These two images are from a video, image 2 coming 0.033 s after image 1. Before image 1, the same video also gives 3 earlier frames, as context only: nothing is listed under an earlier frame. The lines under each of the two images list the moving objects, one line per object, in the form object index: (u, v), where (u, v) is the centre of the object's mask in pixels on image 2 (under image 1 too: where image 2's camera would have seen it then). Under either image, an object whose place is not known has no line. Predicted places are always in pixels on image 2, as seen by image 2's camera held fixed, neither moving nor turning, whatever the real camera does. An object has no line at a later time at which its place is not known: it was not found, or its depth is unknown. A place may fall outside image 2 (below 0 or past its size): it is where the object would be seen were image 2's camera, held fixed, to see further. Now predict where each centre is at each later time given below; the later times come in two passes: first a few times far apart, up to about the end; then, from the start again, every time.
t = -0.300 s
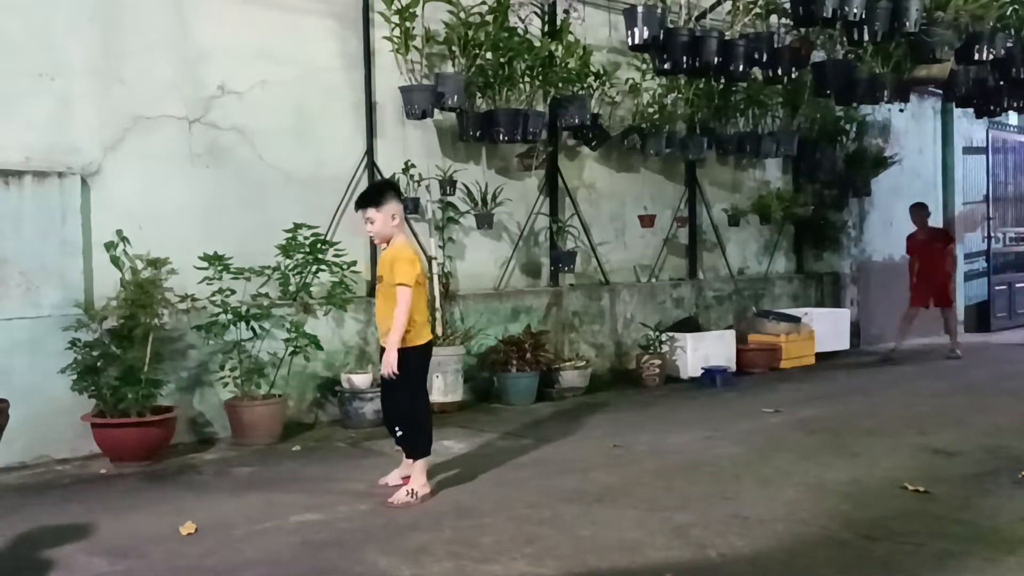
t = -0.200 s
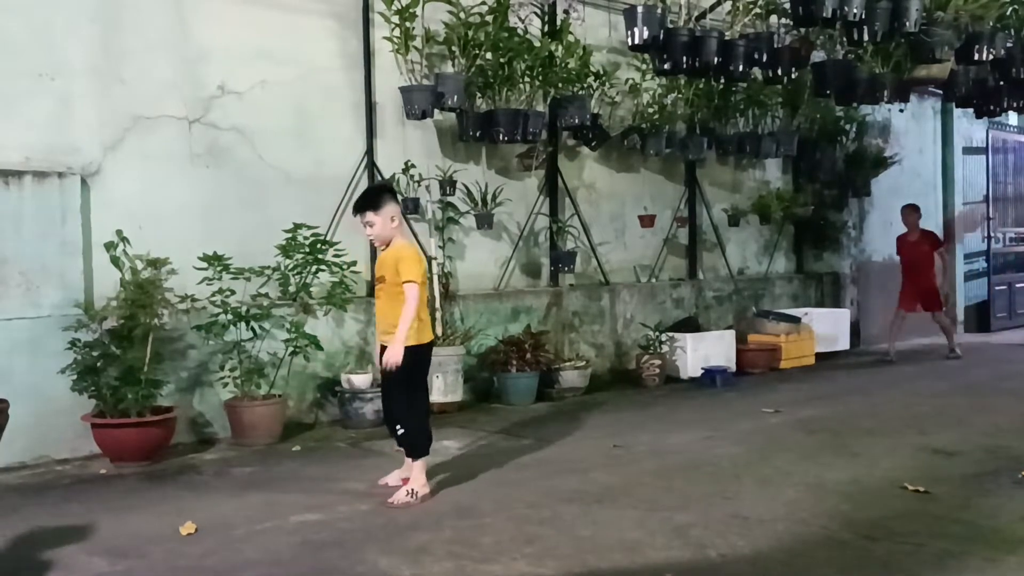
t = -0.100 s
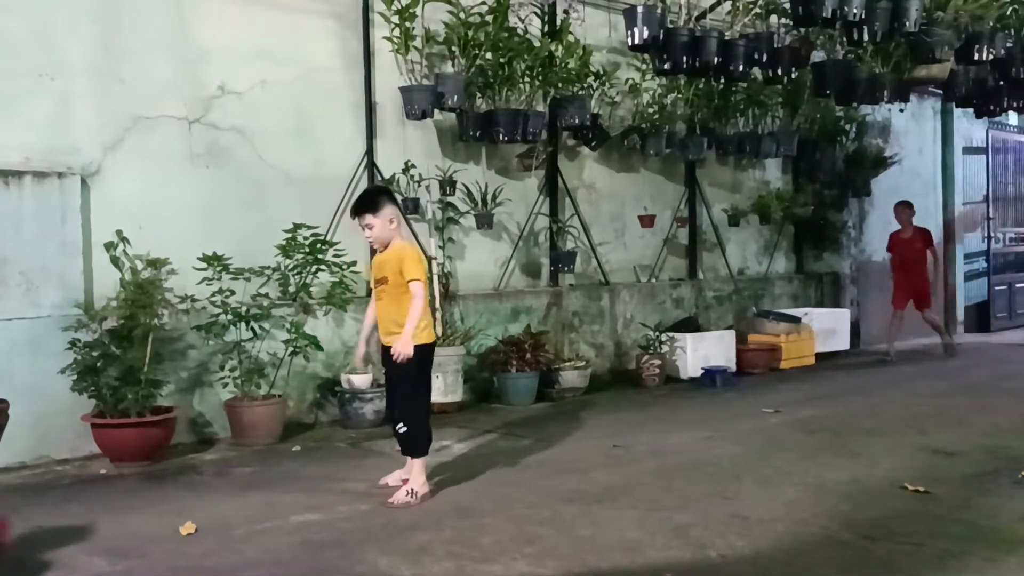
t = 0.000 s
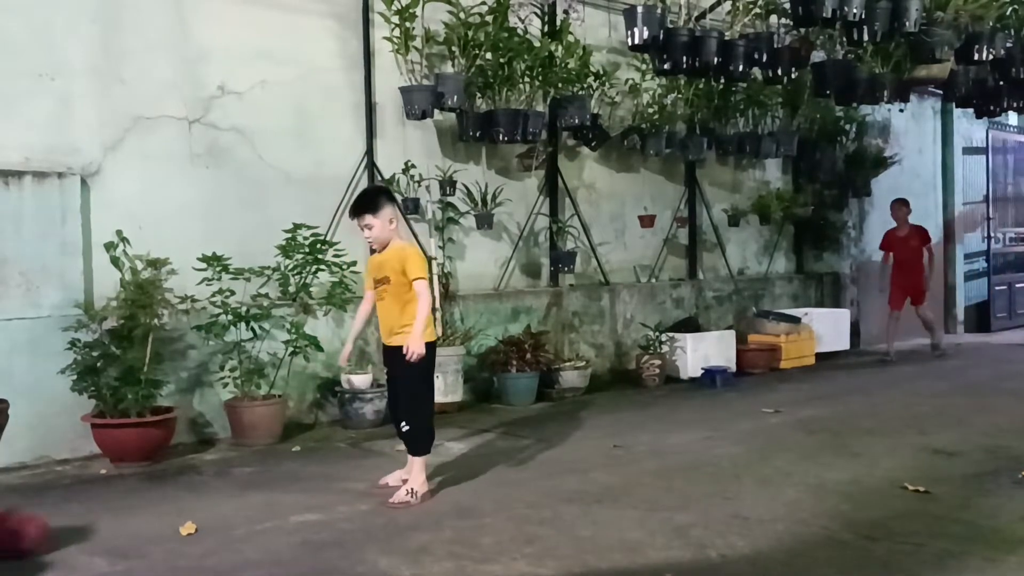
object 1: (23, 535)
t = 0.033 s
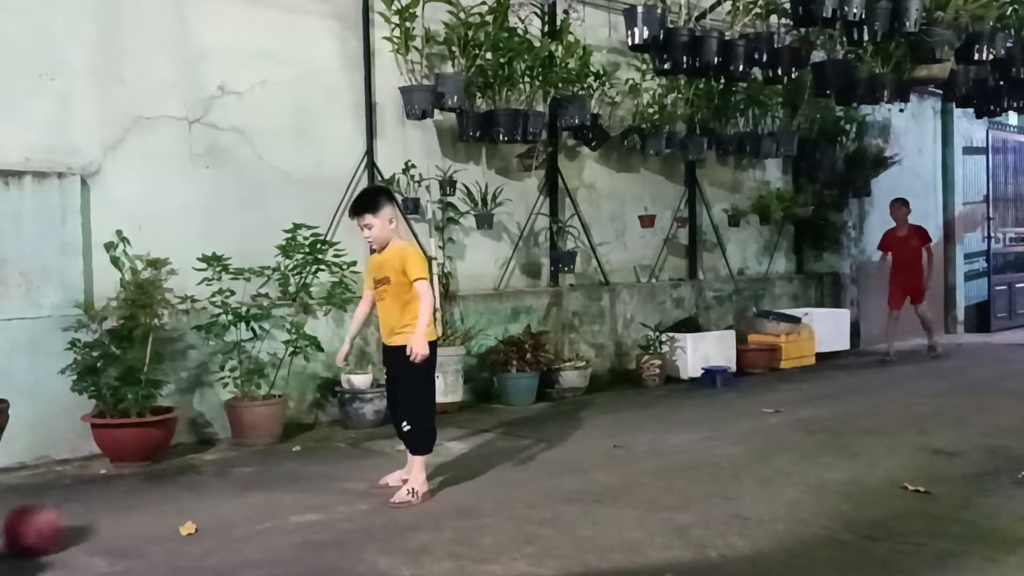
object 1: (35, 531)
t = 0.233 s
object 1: (107, 519)
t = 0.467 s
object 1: (185, 508)
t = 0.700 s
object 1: (260, 498)
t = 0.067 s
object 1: (49, 530)
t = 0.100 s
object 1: (59, 525)
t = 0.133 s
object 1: (71, 523)
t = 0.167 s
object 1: (81, 522)
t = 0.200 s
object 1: (95, 521)
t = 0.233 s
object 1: (107, 519)
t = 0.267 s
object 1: (117, 517)
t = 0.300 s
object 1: (129, 516)
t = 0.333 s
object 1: (142, 514)
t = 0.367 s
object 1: (152, 513)
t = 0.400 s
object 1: (164, 511)
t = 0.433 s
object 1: (176, 510)
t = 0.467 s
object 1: (185, 508)
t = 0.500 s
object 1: (198, 507)
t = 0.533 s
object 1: (205, 505)
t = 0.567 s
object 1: (216, 504)
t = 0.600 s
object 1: (227, 502)
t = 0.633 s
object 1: (237, 501)
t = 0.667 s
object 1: (249, 500)
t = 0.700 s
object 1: (260, 498)
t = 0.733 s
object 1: (270, 497)
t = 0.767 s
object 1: (279, 496)
